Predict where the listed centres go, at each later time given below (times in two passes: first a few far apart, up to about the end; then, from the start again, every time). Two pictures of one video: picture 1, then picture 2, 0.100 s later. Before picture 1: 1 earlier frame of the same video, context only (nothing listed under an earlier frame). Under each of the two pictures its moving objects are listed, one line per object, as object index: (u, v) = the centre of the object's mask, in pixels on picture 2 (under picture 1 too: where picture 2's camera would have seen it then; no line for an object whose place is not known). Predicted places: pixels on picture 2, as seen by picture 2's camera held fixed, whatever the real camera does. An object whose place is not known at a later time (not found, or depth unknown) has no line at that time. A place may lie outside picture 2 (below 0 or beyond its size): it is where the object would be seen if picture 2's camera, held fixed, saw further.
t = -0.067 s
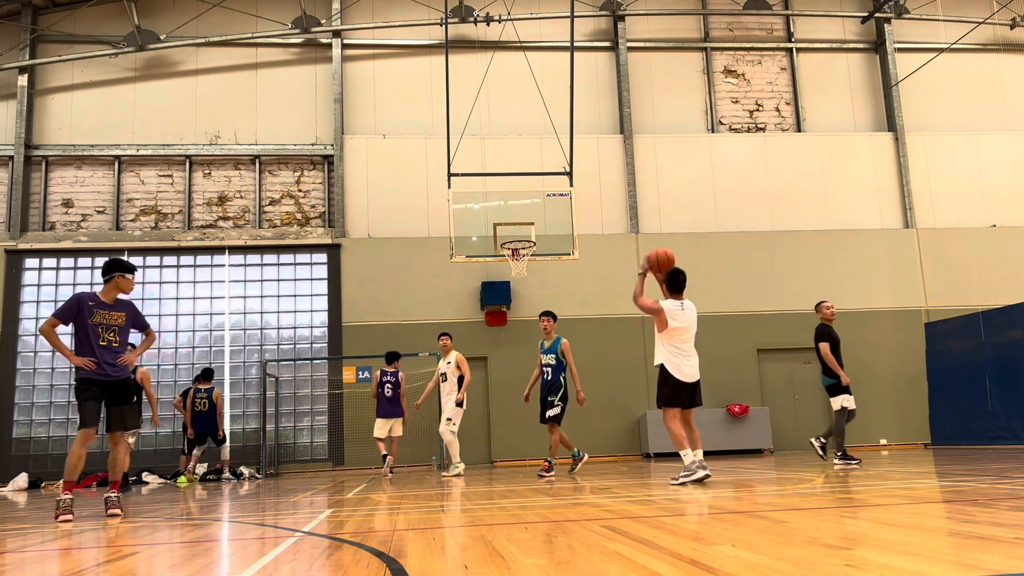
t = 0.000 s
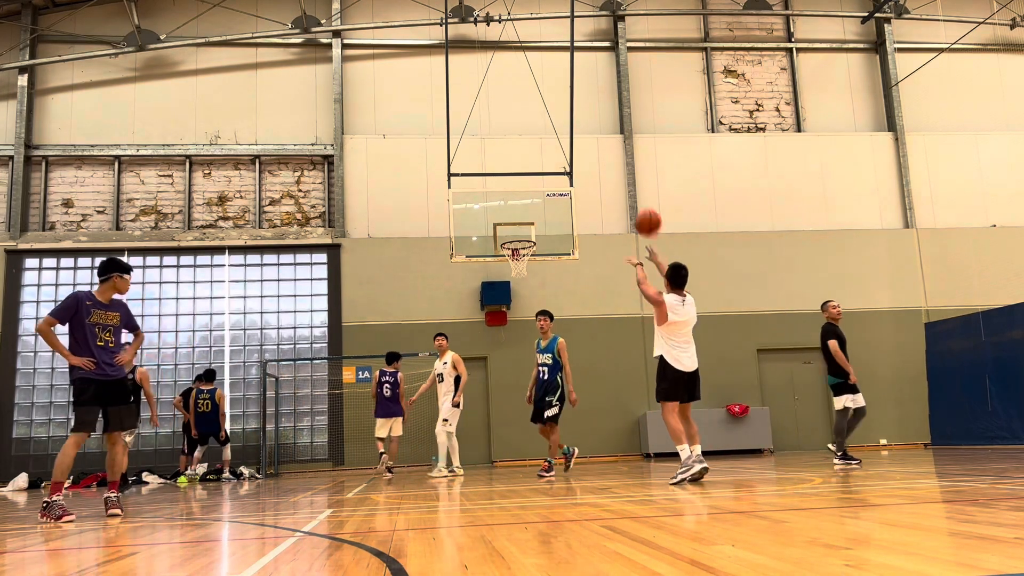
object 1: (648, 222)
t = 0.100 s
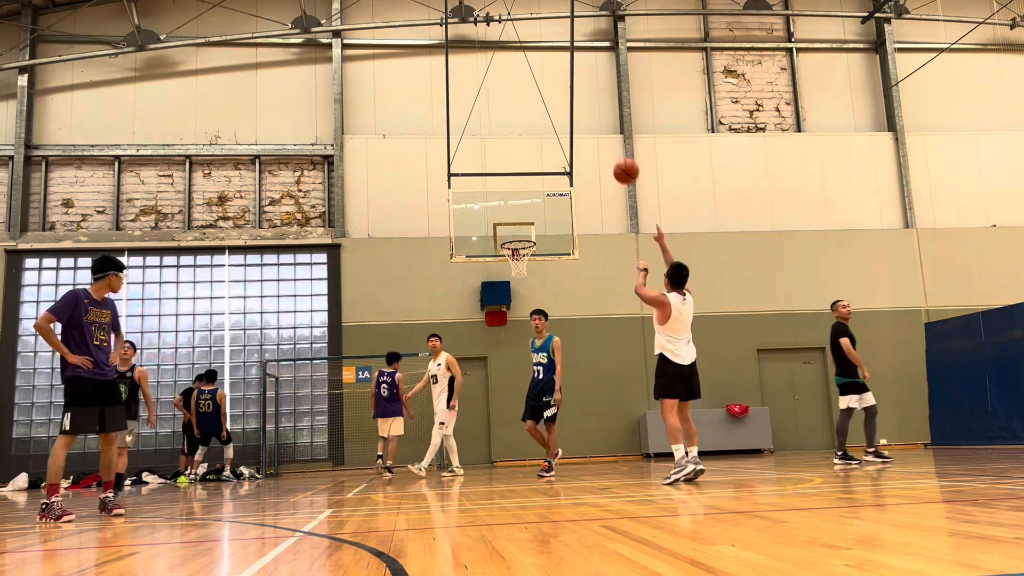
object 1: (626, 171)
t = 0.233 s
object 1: (602, 126)
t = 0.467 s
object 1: (568, 95)
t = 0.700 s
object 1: (542, 111)
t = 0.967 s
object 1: (519, 174)
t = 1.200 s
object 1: (495, 233)
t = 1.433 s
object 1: (441, 241)
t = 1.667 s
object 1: (380, 297)
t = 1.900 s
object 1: (309, 416)
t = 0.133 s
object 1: (620, 158)
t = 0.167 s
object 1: (614, 146)
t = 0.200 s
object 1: (607, 136)
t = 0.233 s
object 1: (602, 126)
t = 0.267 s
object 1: (596, 118)
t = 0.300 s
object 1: (591, 112)
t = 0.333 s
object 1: (586, 106)
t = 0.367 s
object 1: (581, 102)
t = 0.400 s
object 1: (577, 98)
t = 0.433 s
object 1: (573, 96)
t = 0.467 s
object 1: (568, 95)
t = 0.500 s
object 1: (564, 94)
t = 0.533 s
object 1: (560, 95)
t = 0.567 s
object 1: (556, 96)
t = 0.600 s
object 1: (553, 99)
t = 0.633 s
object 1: (549, 102)
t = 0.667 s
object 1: (546, 106)
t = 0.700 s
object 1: (542, 111)
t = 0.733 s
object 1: (539, 116)
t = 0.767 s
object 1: (536, 122)
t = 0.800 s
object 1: (533, 129)
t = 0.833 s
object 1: (530, 137)
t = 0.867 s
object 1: (527, 145)
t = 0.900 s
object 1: (524, 154)
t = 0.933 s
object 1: (522, 163)
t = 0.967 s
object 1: (519, 174)
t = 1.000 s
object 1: (517, 185)
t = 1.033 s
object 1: (514, 196)
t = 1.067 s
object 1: (512, 208)
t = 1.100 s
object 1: (510, 221)
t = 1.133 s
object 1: (507, 234)
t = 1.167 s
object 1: (502, 234)
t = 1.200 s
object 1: (495, 233)
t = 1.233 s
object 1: (487, 231)
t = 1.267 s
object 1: (480, 231)
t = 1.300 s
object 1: (472, 231)
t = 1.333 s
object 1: (465, 232)
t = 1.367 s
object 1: (457, 234)
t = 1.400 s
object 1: (449, 237)
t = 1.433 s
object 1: (441, 241)
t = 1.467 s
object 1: (433, 246)
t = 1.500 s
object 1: (424, 252)
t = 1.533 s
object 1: (416, 258)
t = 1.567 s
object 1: (407, 266)
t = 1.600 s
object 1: (399, 275)
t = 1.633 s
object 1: (390, 285)
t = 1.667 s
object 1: (380, 297)
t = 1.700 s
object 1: (371, 309)
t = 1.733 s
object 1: (361, 324)
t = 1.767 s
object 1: (351, 339)
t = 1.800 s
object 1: (341, 355)
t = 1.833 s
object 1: (331, 374)
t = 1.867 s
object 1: (321, 394)
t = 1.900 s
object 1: (309, 416)
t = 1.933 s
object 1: (300, 439)
